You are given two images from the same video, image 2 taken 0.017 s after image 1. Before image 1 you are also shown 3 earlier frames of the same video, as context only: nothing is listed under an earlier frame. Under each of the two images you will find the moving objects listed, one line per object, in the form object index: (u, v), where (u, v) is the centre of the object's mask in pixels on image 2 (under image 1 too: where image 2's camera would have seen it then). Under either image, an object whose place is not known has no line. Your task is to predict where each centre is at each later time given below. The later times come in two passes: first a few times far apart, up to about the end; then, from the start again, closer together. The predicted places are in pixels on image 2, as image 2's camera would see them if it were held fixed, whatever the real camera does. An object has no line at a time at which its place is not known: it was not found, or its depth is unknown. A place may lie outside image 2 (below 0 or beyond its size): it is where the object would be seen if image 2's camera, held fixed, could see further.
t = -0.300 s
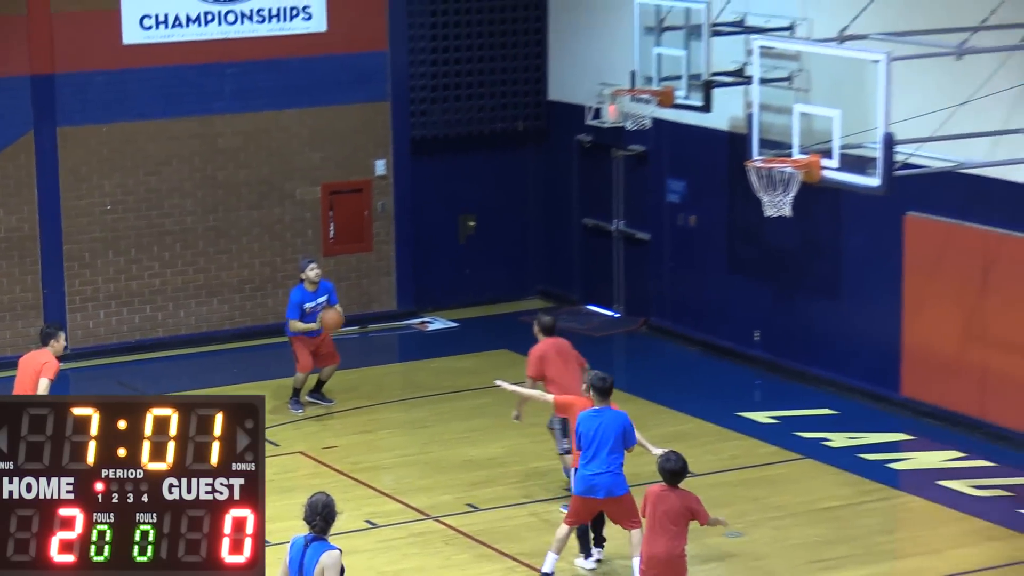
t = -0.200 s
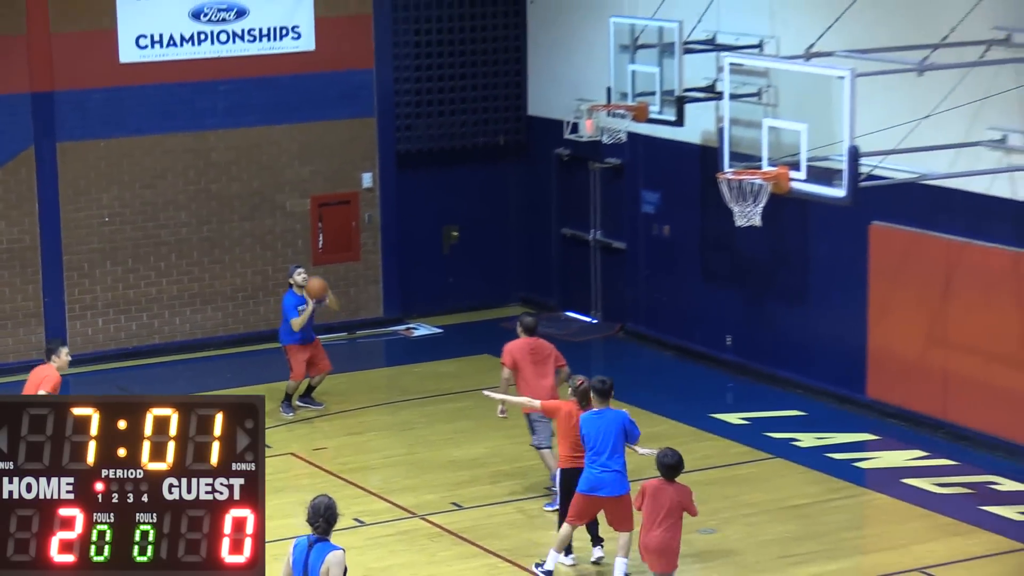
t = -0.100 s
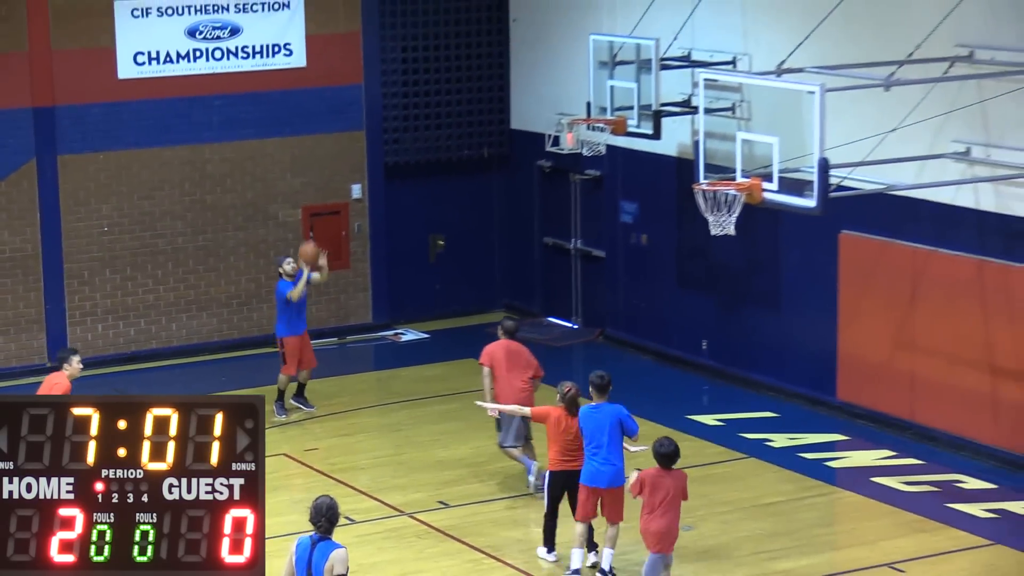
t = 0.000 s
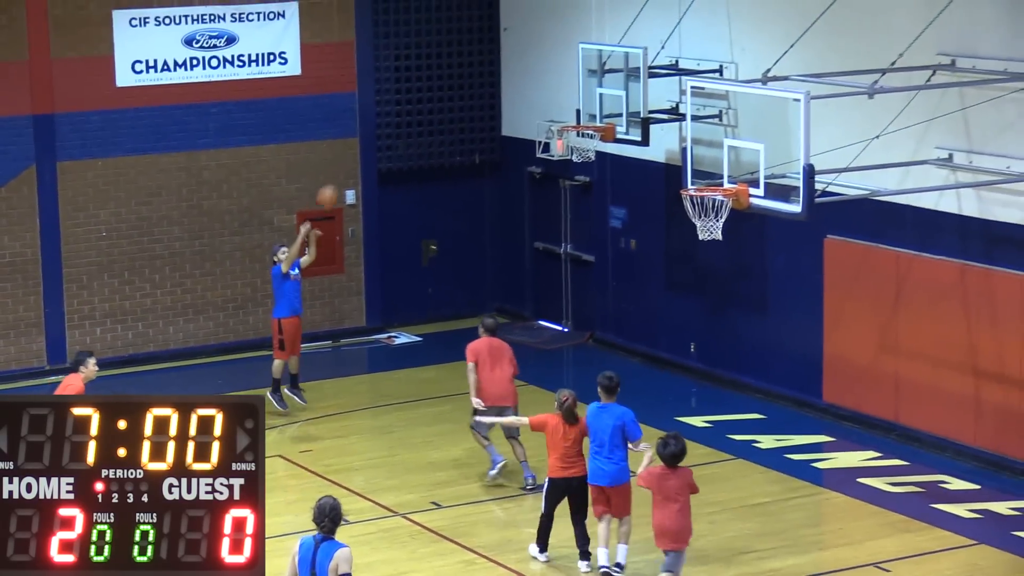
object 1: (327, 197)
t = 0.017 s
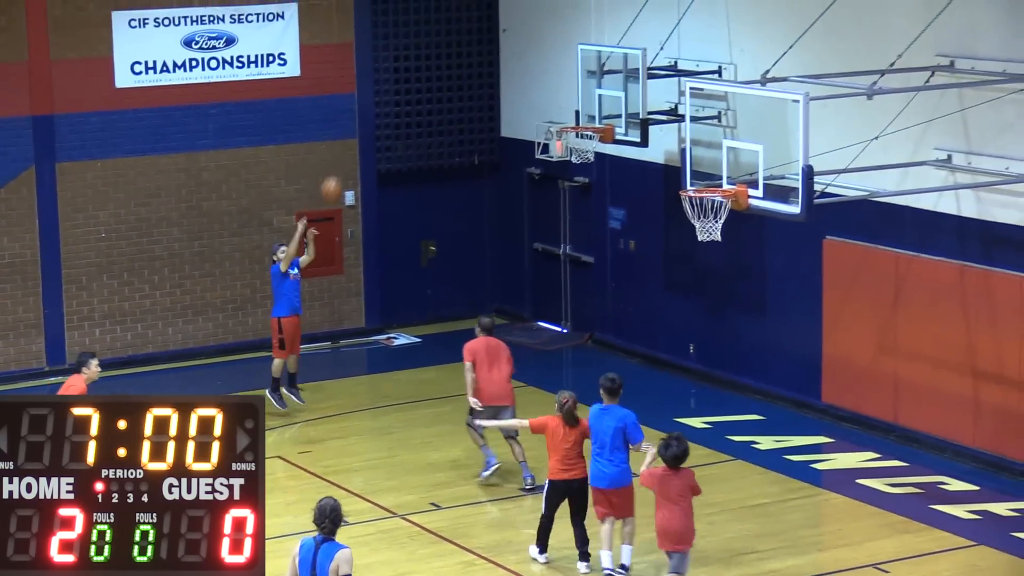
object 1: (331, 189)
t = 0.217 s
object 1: (387, 93)
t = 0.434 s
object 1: (451, 26)
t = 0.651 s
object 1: (520, 7)
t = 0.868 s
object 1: (595, 27)
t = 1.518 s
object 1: (586, 118)
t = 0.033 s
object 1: (336, 179)
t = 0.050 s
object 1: (340, 170)
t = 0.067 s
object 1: (345, 161)
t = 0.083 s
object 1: (349, 153)
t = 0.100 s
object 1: (354, 146)
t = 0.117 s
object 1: (359, 138)
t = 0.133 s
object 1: (363, 130)
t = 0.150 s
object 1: (367, 122)
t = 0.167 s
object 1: (372, 115)
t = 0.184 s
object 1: (377, 108)
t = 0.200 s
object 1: (382, 100)
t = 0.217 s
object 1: (387, 93)
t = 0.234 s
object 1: (392, 87)
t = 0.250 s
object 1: (397, 80)
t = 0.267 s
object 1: (401, 75)
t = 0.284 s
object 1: (406, 68)
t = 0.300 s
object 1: (410, 63)
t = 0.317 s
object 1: (415, 57)
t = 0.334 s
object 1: (420, 53)
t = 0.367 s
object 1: (431, 43)
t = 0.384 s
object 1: (435, 39)
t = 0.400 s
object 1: (441, 34)
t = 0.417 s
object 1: (446, 30)
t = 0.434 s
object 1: (451, 26)
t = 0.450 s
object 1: (456, 23)
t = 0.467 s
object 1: (461, 20)
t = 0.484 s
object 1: (466, 17)
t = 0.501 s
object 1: (471, 15)
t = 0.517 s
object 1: (477, 13)
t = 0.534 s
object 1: (482, 12)
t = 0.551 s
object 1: (486, 11)
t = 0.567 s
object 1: (492, 9)
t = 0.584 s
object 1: (498, 9)
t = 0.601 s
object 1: (503, 8)
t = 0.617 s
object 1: (509, 8)
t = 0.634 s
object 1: (514, 7)
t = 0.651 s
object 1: (520, 7)
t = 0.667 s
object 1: (526, 7)
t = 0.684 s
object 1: (531, 7)
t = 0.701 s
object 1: (537, 7)
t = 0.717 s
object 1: (542, 7)
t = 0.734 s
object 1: (548, 8)
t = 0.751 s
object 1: (554, 9)
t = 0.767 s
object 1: (560, 10)
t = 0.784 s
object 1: (565, 11)
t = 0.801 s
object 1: (571, 13)
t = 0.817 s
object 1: (577, 16)
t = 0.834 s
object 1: (583, 19)
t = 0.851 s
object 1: (589, 23)
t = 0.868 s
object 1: (595, 27)
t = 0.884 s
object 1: (600, 30)
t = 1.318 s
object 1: (682, 155)
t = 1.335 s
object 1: (674, 151)
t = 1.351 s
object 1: (666, 146)
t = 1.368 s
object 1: (657, 141)
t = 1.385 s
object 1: (650, 138)
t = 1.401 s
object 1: (642, 134)
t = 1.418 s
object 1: (635, 132)
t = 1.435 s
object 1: (626, 128)
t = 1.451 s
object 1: (618, 127)
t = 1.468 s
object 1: (610, 126)
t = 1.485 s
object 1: (604, 124)
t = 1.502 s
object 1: (594, 120)
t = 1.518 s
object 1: (586, 118)
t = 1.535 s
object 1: (579, 117)
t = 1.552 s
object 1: (570, 116)
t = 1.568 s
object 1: (562, 116)
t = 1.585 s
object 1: (554, 116)
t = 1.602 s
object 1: (547, 115)
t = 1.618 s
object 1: (539, 116)
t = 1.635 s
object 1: (531, 117)
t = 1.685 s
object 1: (507, 121)
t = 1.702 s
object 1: (500, 123)
